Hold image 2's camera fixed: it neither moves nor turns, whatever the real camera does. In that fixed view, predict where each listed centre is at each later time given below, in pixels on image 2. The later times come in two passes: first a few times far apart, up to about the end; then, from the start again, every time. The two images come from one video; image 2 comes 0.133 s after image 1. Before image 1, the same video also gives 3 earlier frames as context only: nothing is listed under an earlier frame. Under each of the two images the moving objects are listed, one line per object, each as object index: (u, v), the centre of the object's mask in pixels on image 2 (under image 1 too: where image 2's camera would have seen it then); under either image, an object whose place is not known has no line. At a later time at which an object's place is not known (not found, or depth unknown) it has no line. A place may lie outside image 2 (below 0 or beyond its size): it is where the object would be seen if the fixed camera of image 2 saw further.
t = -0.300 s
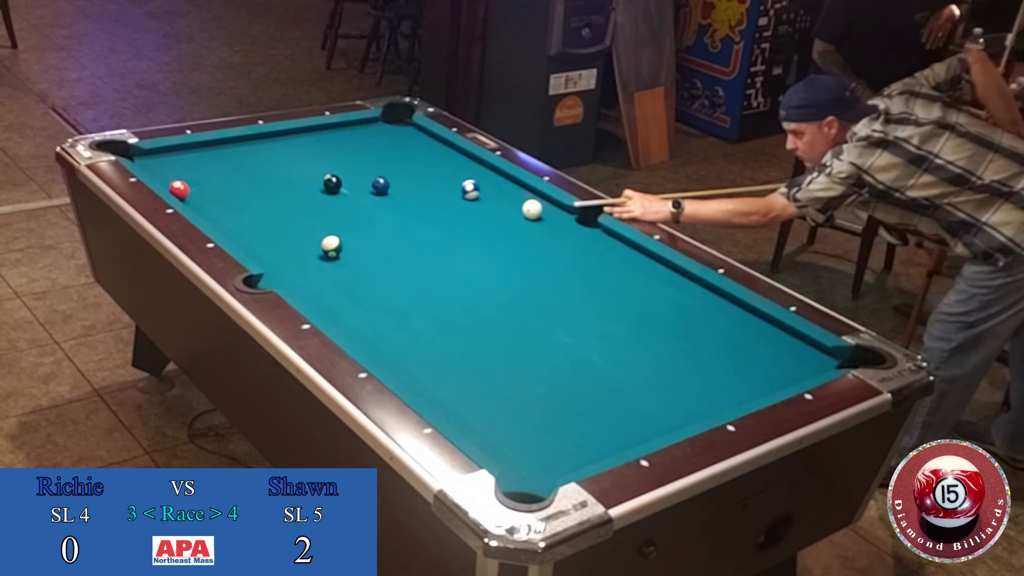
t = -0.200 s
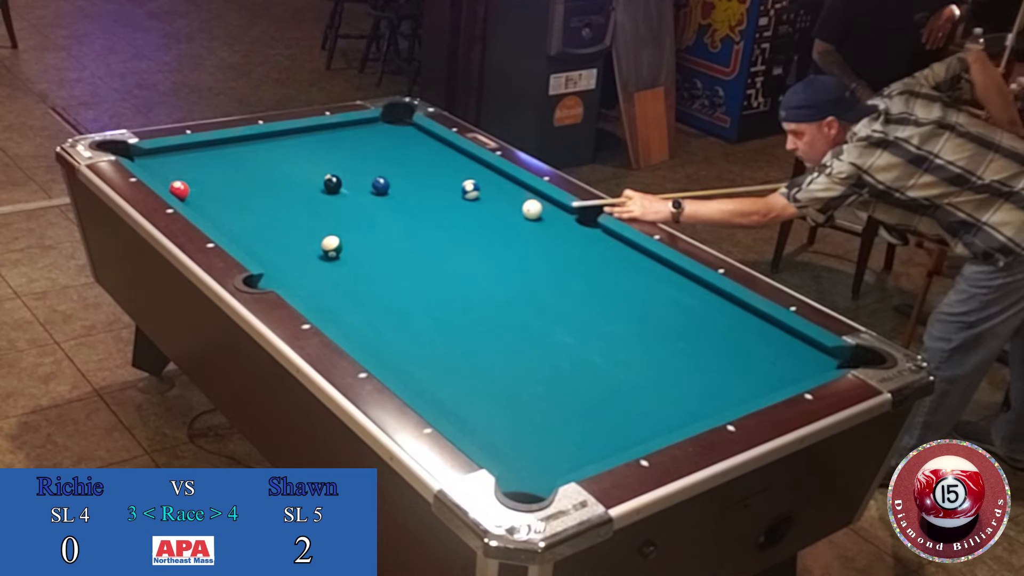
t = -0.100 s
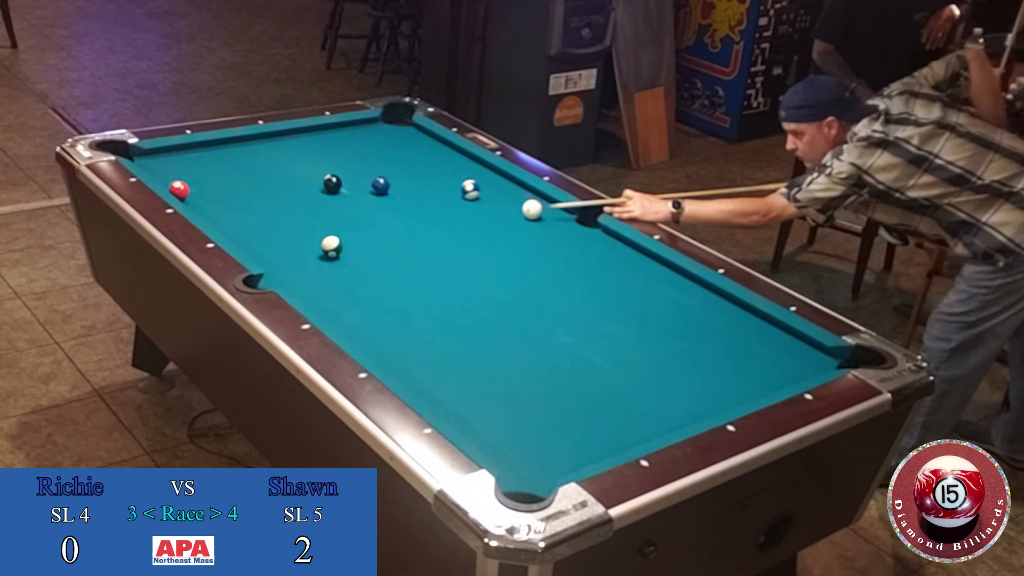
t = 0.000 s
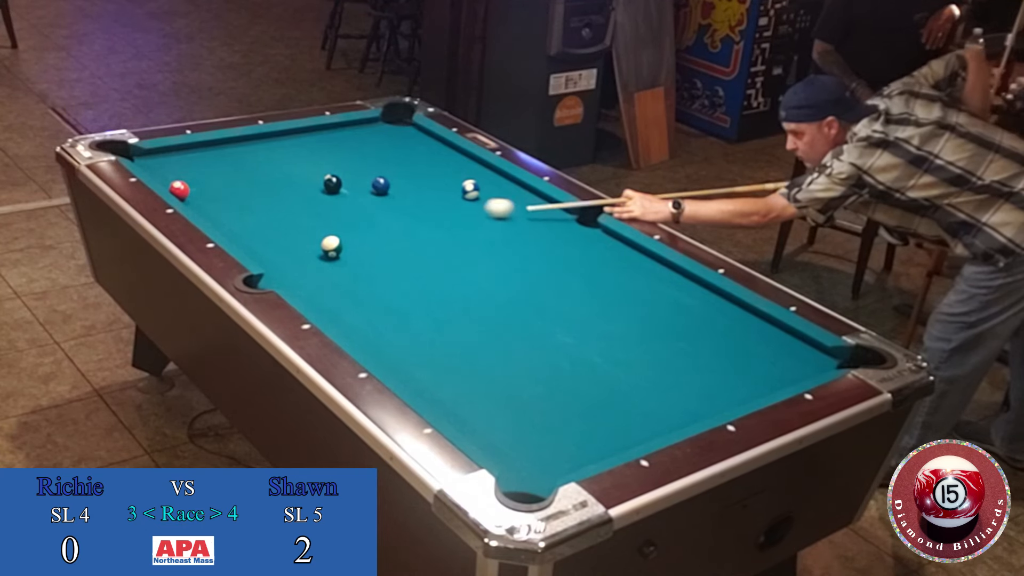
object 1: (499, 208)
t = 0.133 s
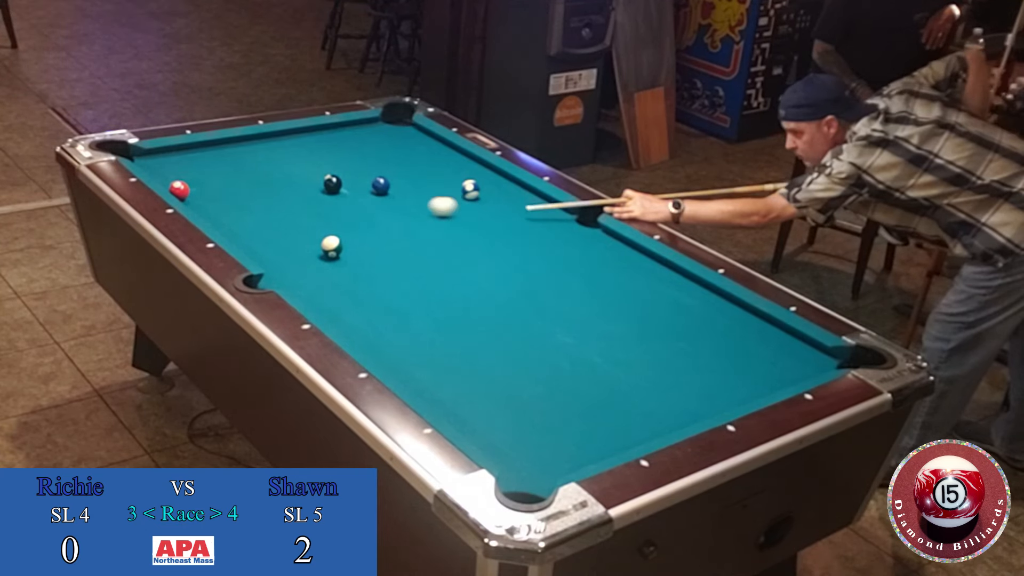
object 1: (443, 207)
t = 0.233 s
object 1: (400, 205)
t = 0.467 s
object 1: (300, 202)
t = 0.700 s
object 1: (200, 199)
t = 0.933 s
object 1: (211, 194)
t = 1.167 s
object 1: (238, 189)
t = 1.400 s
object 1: (261, 186)
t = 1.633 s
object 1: (283, 182)
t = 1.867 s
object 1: (301, 179)
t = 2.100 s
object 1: (318, 176)
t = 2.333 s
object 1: (333, 171)
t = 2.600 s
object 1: (348, 171)
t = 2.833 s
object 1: (359, 169)
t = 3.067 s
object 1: (367, 167)
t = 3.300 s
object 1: (374, 166)
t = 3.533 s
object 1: (380, 165)
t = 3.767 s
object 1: (384, 165)
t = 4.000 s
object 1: (386, 164)
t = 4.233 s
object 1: (387, 164)
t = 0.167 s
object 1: (428, 206)
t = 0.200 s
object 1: (414, 206)
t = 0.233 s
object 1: (400, 205)
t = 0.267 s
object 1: (386, 205)
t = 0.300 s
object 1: (372, 204)
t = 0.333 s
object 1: (357, 204)
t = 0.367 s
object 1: (343, 203)
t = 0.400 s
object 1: (329, 203)
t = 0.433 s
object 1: (315, 203)
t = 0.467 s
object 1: (300, 202)
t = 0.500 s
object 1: (286, 202)
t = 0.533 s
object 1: (272, 201)
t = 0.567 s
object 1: (257, 201)
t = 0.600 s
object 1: (243, 200)
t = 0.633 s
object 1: (229, 200)
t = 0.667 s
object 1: (214, 199)
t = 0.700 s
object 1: (200, 199)
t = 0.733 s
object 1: (189, 197)
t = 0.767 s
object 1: (189, 197)
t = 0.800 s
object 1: (194, 197)
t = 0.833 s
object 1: (198, 196)
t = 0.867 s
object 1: (203, 196)
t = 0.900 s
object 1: (207, 195)
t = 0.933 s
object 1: (211, 194)
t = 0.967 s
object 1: (215, 193)
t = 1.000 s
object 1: (219, 193)
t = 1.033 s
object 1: (223, 192)
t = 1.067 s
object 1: (227, 191)
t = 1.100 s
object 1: (230, 191)
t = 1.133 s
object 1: (234, 190)
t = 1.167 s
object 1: (238, 189)
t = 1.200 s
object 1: (241, 189)
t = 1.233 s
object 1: (245, 188)
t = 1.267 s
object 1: (248, 188)
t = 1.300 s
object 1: (252, 187)
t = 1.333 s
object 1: (255, 187)
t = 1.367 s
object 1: (258, 186)
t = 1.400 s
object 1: (261, 186)
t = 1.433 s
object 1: (265, 185)
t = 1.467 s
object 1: (268, 185)
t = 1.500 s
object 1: (271, 184)
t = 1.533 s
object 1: (274, 183)
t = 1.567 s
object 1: (277, 183)
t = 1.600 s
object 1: (280, 182)
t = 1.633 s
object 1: (283, 182)
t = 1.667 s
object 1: (286, 182)
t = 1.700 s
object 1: (288, 181)
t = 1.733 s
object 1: (291, 181)
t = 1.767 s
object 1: (294, 180)
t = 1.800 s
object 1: (296, 180)
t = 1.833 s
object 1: (299, 179)
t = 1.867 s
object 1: (301, 179)
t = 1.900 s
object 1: (304, 178)
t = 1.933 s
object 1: (307, 178)
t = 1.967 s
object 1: (309, 177)
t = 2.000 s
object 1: (312, 177)
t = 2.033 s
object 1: (313, 177)
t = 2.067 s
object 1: (316, 176)
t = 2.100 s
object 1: (318, 176)
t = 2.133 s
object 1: (320, 175)
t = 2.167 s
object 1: (321, 174)
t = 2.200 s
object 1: (323, 173)
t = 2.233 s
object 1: (326, 173)
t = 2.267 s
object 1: (328, 172)
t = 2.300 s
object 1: (330, 171)
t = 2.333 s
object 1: (333, 171)
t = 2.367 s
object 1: (336, 170)
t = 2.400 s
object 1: (338, 170)
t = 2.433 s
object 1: (340, 171)
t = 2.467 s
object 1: (342, 171)
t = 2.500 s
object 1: (343, 171)
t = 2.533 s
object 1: (345, 171)
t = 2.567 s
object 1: (346, 171)
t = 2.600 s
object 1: (348, 171)
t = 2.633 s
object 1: (349, 171)
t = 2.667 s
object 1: (351, 170)
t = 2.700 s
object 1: (353, 170)
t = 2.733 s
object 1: (354, 170)
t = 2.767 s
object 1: (356, 170)
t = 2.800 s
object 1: (357, 169)
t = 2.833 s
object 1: (359, 169)
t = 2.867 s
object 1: (360, 169)
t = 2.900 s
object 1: (361, 169)
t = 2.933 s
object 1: (362, 168)
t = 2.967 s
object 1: (364, 168)
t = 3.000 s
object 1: (365, 168)
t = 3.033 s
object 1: (366, 168)
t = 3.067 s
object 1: (367, 167)
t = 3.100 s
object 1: (368, 167)
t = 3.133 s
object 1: (369, 167)
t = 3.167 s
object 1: (371, 167)
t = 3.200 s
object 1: (372, 167)
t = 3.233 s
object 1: (373, 166)
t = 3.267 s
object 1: (373, 166)
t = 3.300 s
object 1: (374, 166)
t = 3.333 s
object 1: (375, 166)
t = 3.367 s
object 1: (376, 166)
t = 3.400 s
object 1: (377, 166)
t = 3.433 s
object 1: (378, 166)
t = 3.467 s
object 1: (379, 165)
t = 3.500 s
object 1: (379, 165)
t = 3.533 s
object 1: (380, 165)
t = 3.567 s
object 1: (381, 165)
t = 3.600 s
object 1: (381, 165)
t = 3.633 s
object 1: (382, 165)
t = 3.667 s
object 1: (383, 165)
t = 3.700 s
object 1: (383, 165)
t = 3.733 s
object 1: (383, 165)
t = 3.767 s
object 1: (384, 165)
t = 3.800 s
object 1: (384, 165)
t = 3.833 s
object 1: (385, 165)
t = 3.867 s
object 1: (385, 165)
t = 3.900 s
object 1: (385, 164)
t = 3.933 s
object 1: (386, 164)
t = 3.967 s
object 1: (386, 164)
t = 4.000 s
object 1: (386, 164)
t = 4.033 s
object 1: (386, 164)
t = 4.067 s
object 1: (386, 164)
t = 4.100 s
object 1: (386, 164)
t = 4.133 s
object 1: (387, 164)
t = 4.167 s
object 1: (387, 164)
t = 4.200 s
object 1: (387, 164)
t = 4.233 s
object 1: (387, 164)
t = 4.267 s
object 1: (387, 164)
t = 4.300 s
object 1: (387, 164)
